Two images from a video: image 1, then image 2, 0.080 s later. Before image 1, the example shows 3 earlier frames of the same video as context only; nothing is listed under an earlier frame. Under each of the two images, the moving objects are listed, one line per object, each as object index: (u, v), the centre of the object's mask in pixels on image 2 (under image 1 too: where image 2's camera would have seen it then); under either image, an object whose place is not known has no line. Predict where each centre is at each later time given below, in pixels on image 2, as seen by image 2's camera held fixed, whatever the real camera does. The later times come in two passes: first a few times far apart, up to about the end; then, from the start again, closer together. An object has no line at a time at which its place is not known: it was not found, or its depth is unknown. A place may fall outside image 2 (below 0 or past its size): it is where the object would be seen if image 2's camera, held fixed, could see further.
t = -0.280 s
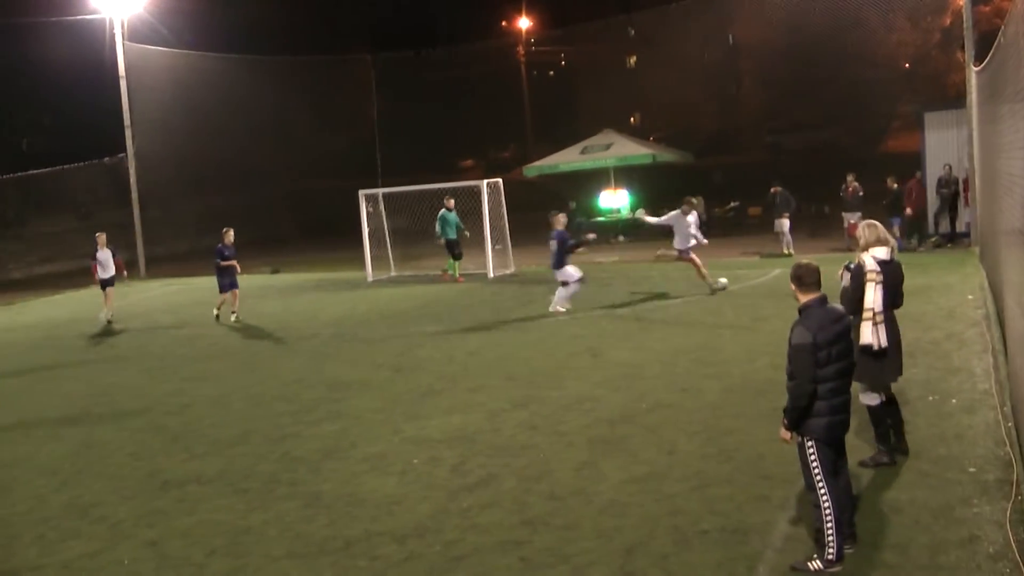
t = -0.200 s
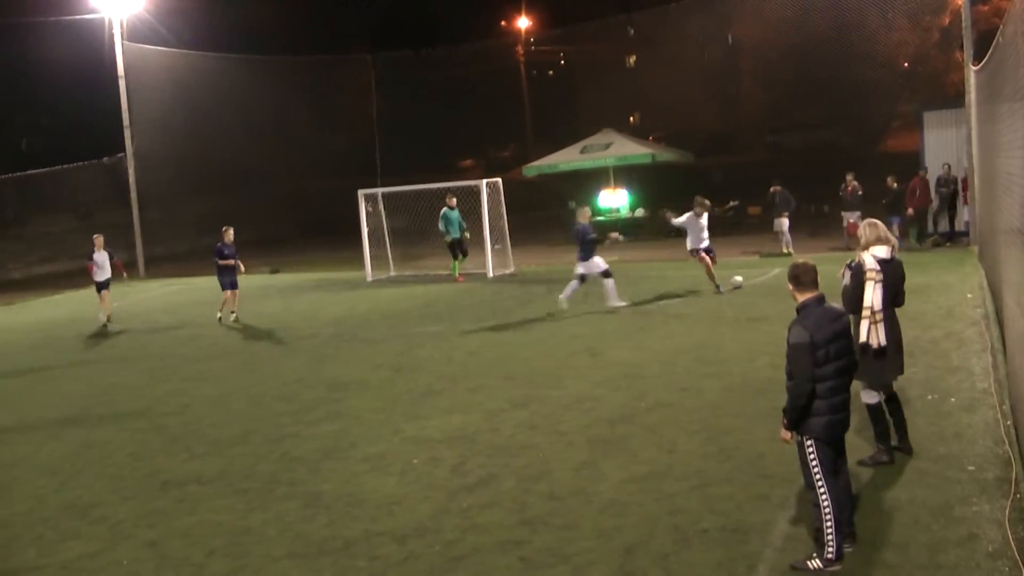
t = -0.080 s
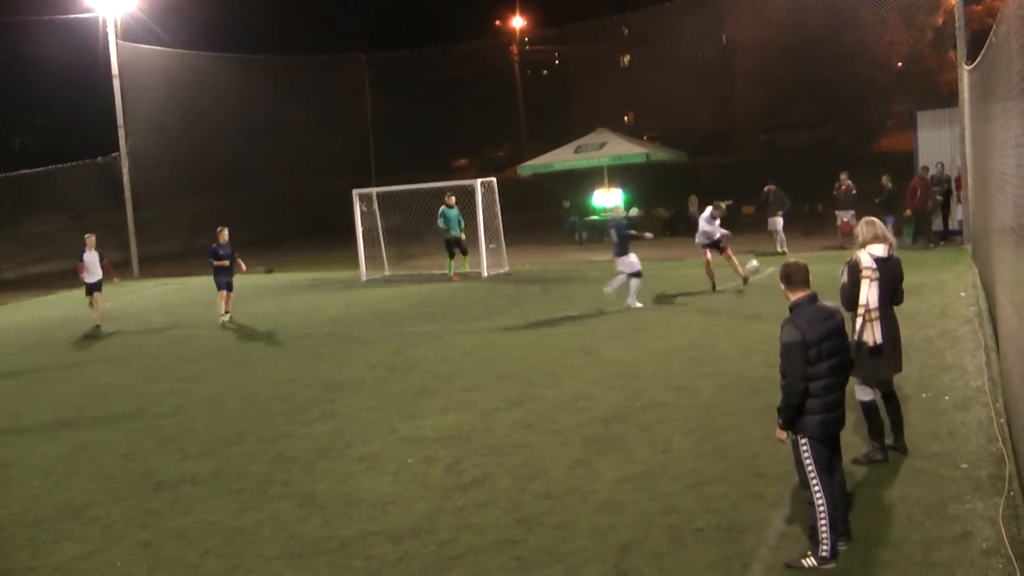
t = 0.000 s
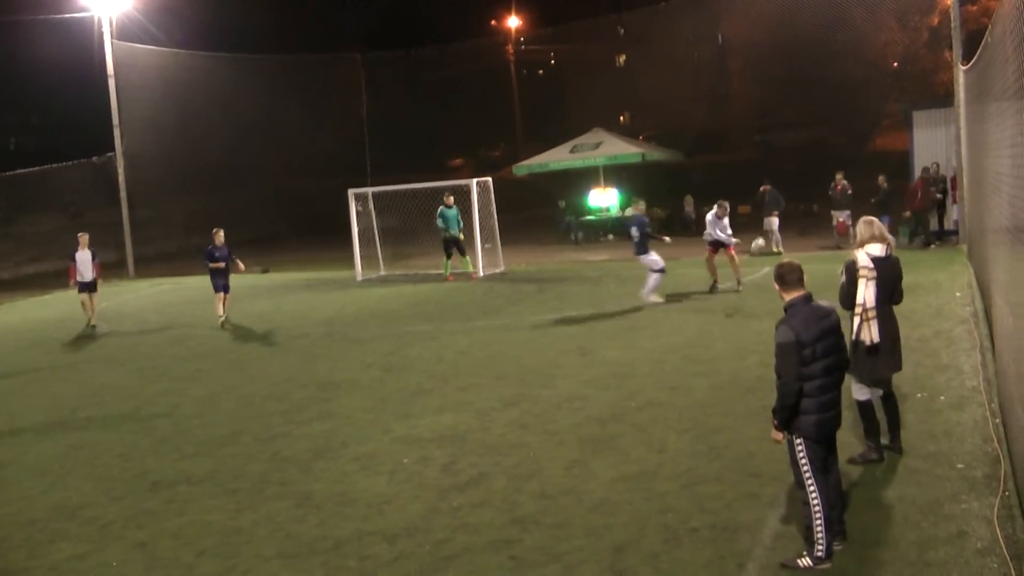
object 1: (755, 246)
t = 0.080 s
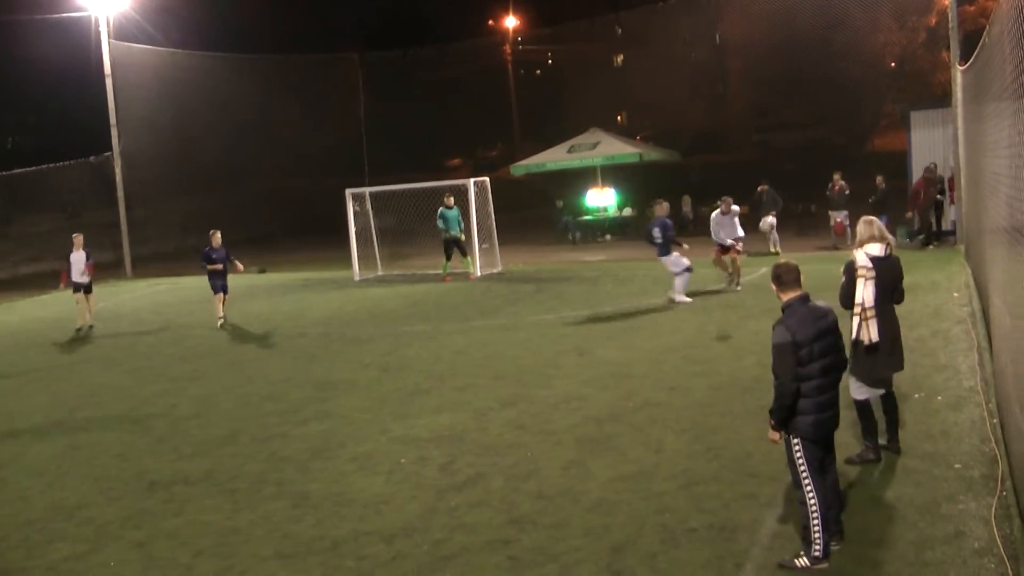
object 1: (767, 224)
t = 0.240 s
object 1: (796, 183)
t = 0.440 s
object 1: (850, 133)
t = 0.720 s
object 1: (1006, 84)
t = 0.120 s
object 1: (774, 213)
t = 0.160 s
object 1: (780, 204)
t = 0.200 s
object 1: (788, 193)
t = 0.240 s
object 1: (796, 183)
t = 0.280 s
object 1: (805, 173)
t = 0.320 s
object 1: (815, 162)
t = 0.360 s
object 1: (826, 152)
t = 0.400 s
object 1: (838, 142)
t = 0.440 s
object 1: (850, 133)
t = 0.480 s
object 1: (866, 123)
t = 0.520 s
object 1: (882, 115)
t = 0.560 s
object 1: (901, 107)
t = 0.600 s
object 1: (923, 99)
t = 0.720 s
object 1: (1006, 84)
